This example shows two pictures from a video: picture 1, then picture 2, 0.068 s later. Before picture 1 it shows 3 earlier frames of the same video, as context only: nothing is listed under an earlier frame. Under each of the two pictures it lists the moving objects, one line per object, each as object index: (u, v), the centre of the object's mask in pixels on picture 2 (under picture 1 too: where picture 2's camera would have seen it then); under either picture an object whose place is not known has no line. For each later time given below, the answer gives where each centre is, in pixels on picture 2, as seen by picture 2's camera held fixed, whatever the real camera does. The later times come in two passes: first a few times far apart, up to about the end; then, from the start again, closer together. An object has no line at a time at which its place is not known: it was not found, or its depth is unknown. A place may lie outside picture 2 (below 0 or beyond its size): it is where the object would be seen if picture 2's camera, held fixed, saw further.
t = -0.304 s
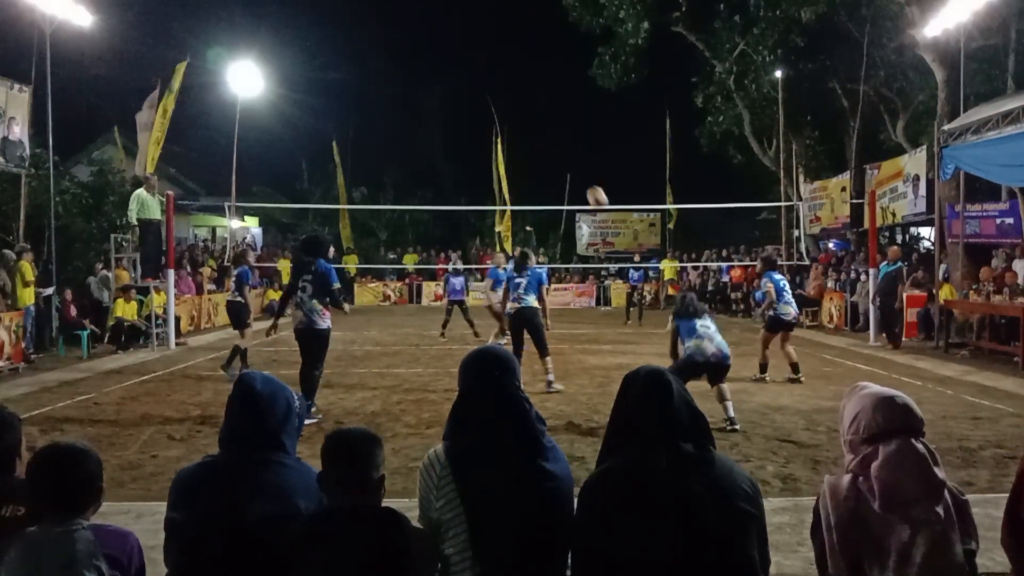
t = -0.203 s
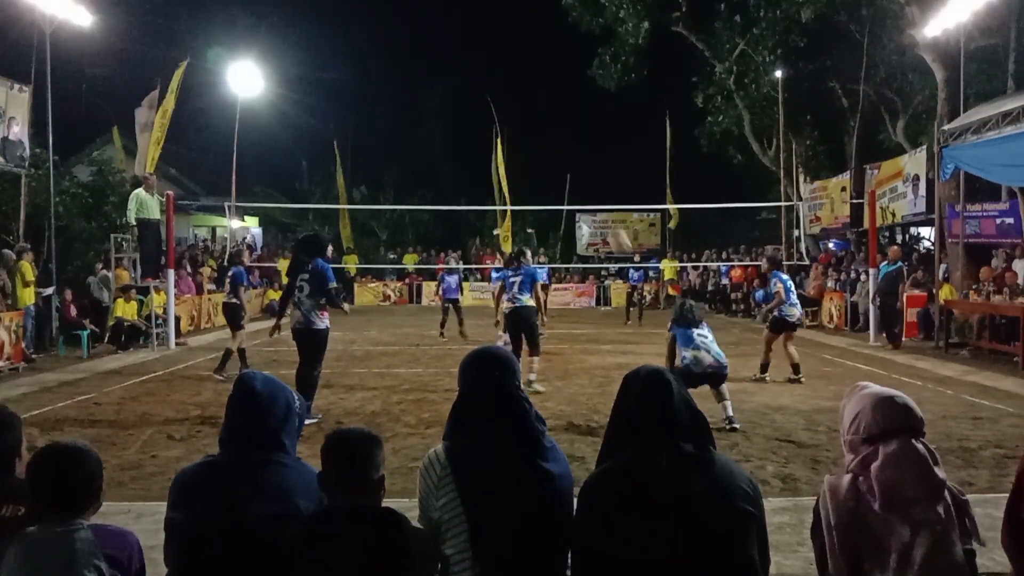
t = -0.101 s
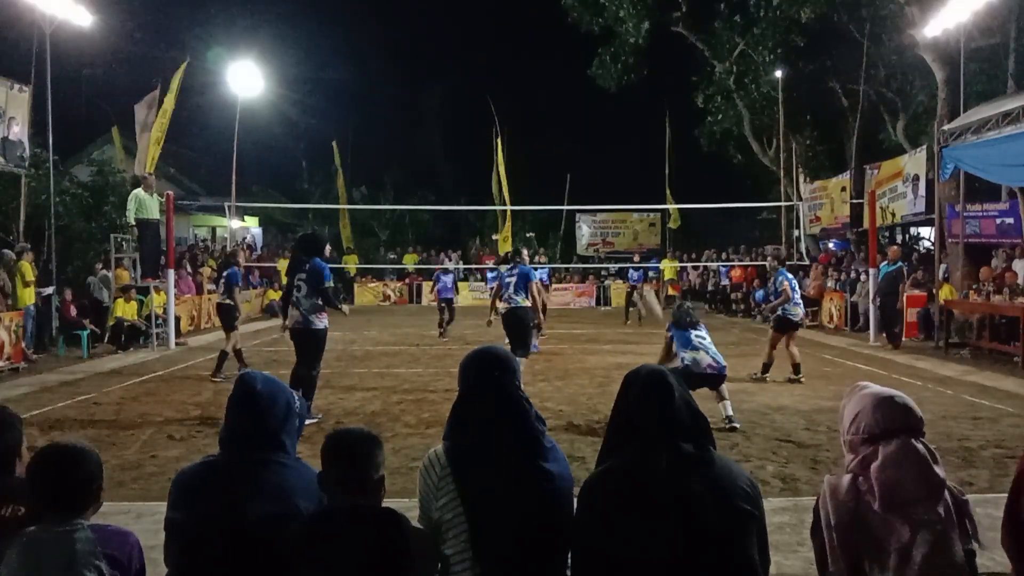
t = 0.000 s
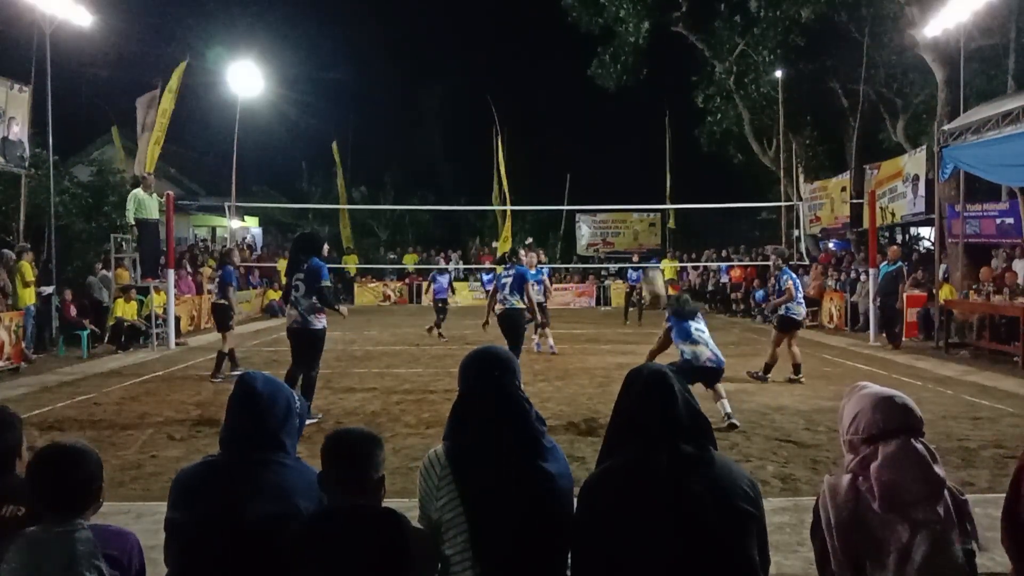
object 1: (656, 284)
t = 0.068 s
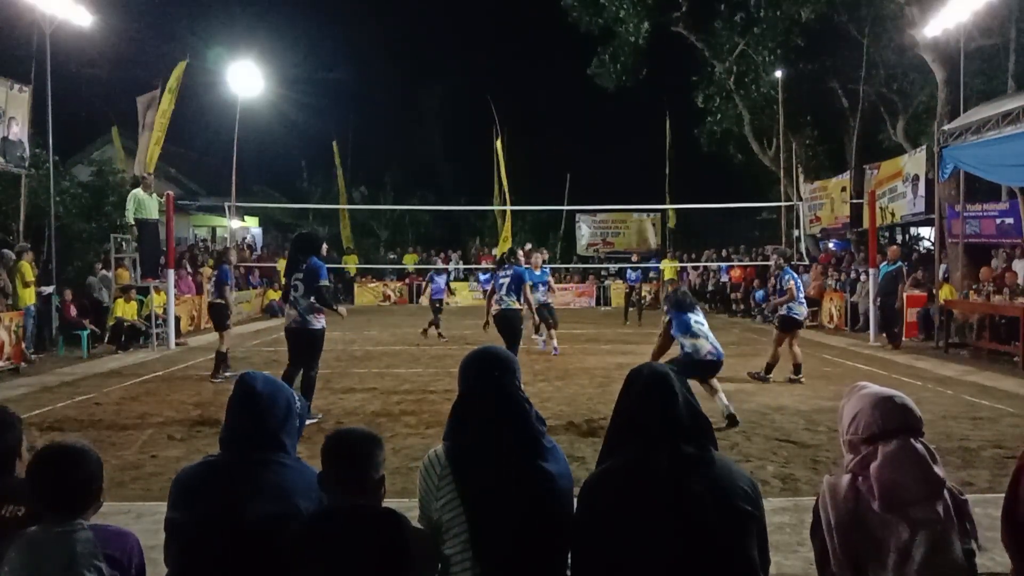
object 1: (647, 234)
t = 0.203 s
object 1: (625, 150)
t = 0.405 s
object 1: (602, 67)
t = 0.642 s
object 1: (580, 22)
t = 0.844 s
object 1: (563, 24)
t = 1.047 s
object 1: (548, 57)
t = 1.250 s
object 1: (534, 119)
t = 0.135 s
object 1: (633, 189)
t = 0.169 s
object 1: (629, 168)
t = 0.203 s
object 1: (625, 150)
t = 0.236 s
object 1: (620, 132)
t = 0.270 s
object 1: (616, 115)
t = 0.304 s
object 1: (613, 101)
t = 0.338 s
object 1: (609, 88)
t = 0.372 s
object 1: (605, 75)
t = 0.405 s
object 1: (602, 67)
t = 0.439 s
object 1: (599, 55)
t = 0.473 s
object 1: (596, 47)
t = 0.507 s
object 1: (592, 40)
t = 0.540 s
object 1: (589, 33)
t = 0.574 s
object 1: (586, 29)
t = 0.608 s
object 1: (583, 25)
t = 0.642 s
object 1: (580, 22)
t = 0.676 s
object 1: (577, 20)
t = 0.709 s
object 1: (574, 19)
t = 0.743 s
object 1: (571, 19)
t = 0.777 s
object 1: (569, 20)
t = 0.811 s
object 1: (566, 22)
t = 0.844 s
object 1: (563, 24)
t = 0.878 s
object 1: (561, 28)
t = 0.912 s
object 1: (558, 33)
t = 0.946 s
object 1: (555, 37)
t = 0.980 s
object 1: (553, 44)
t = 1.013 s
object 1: (551, 51)
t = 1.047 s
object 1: (548, 57)
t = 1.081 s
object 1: (546, 66)
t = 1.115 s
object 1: (543, 76)
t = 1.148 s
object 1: (541, 85)
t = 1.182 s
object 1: (539, 96)
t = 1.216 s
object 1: (537, 107)
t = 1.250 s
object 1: (534, 119)
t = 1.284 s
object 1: (532, 130)
